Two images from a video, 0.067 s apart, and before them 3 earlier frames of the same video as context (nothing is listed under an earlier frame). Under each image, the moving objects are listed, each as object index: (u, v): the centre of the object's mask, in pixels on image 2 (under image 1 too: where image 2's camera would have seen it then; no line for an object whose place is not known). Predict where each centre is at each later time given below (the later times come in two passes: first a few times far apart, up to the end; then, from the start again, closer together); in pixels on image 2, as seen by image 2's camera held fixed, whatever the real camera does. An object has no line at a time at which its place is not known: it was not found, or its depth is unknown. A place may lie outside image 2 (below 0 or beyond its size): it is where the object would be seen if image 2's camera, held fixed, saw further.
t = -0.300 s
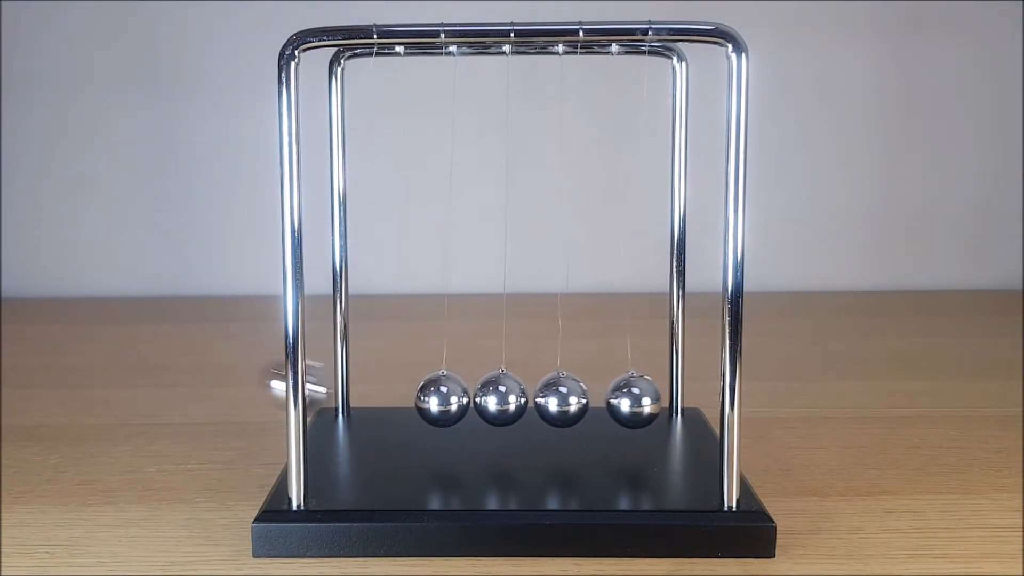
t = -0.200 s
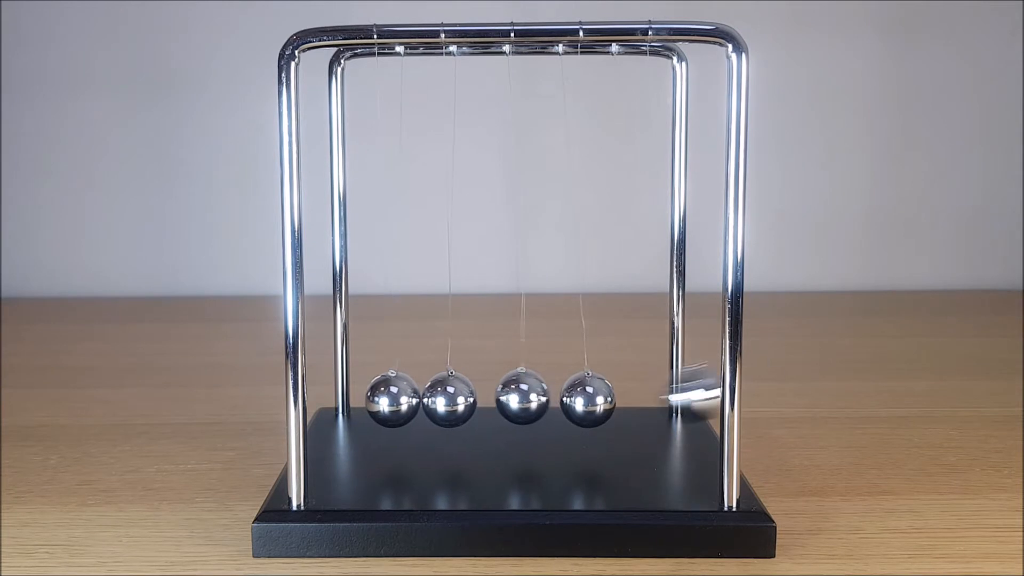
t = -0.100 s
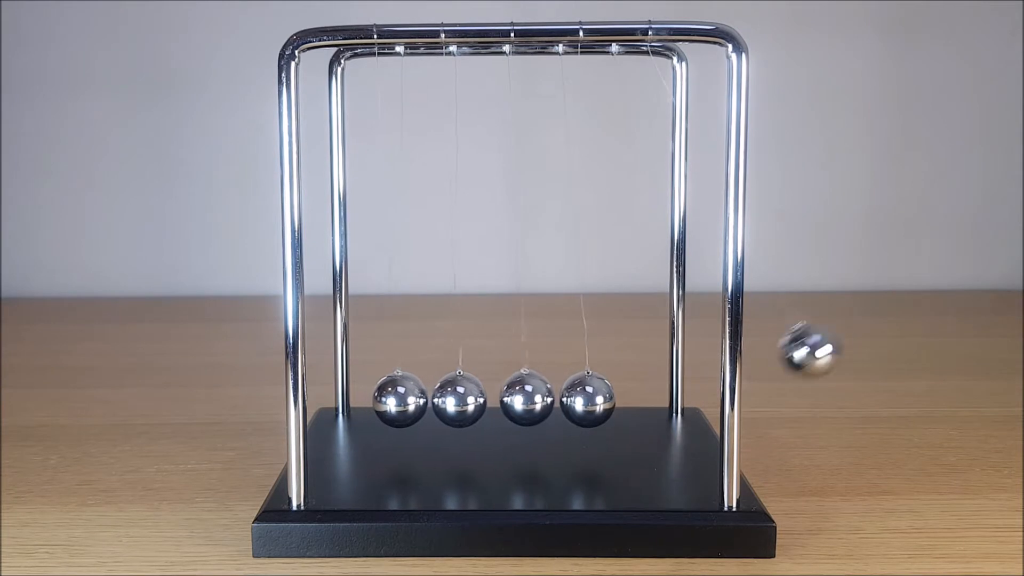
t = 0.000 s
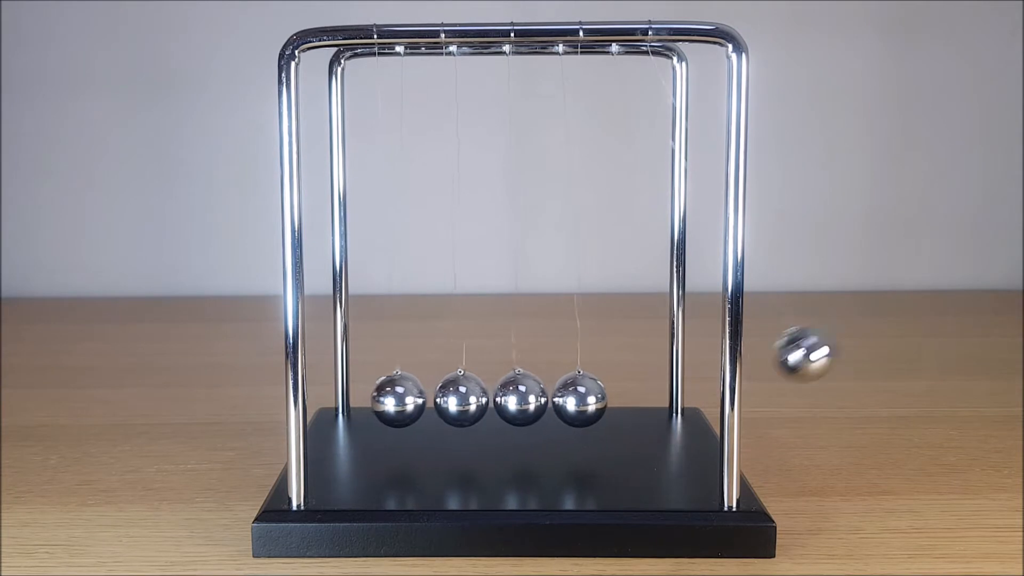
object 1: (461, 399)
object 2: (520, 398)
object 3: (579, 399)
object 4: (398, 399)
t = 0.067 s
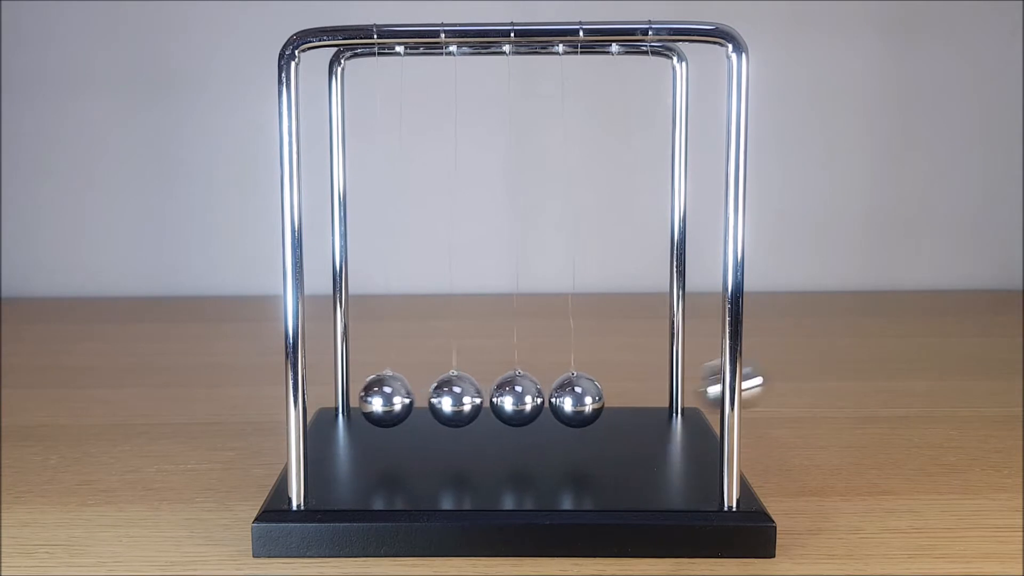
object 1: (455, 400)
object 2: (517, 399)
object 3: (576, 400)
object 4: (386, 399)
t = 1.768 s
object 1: (426, 398)
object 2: (492, 398)
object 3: (552, 400)
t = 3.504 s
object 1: (455, 400)
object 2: (515, 399)
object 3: (578, 400)
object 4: (398, 399)
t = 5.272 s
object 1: (452, 400)
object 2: (517, 399)
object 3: (574, 400)
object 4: (396, 400)
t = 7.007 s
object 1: (425, 399)
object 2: (489, 398)
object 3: (548, 399)
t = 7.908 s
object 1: (459, 400)
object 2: (515, 399)
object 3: (574, 400)
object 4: (381, 399)
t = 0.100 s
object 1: (449, 400)
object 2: (515, 399)
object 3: (575, 400)
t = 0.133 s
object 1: (443, 399)
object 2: (508, 400)
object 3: (571, 400)
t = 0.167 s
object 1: (431, 399)
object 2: (494, 398)
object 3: (567, 400)
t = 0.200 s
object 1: (431, 399)
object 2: (489, 398)
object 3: (564, 400)
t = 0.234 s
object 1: (430, 399)
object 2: (488, 398)
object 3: (561, 400)
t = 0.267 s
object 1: (428, 399)
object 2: (491, 398)
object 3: (557, 400)
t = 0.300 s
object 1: (429, 399)
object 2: (496, 398)
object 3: (553, 400)
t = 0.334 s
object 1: (431, 399)
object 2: (495, 398)
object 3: (556, 400)
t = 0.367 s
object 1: (436, 399)
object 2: (494, 398)
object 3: (556, 400)
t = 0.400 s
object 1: (438, 399)
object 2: (498, 398)
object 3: (556, 400)
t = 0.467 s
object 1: (443, 399)
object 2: (501, 399)
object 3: (567, 400)
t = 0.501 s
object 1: (446, 400)
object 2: (503, 398)
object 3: (573, 400)
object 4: (381, 399)
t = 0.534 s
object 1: (450, 400)
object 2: (522, 396)
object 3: (586, 400)
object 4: (393, 399)
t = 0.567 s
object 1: (455, 400)
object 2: (528, 398)
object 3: (586, 399)
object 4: (397, 399)
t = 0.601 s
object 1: (459, 399)
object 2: (528, 398)
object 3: (588, 400)
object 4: (400, 399)
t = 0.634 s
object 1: (462, 400)
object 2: (525, 398)
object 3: (589, 399)
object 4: (402, 399)
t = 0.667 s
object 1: (465, 399)
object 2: (522, 398)
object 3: (589, 399)
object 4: (405, 399)
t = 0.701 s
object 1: (463, 400)
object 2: (523, 398)
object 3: (586, 400)
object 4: (404, 399)
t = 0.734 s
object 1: (464, 399)
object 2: (523, 398)
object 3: (582, 400)
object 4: (398, 399)
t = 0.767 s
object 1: (464, 399)
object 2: (521, 398)
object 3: (579, 400)
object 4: (392, 400)
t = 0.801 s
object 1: (458, 399)
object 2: (520, 399)
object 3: (577, 400)
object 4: (387, 399)
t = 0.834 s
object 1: (451, 400)
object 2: (518, 398)
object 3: (574, 400)
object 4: (382, 399)
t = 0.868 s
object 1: (445, 399)
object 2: (514, 399)
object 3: (571, 400)
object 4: (378, 399)
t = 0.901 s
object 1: (433, 399)
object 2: (495, 398)
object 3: (566, 400)
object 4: (370, 399)
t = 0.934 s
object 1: (432, 398)
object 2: (490, 398)
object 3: (562, 400)
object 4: (324, 391)
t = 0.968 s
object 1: (430, 399)
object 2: (490, 398)
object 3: (558, 400)
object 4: (269, 378)
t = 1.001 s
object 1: (428, 399)
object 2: (492, 398)
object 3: (554, 400)
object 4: (246, 365)
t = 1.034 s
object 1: (428, 399)
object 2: (495, 398)
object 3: (553, 400)
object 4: (222, 354)
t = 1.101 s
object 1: (433, 398)
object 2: (492, 398)
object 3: (552, 400)
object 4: (217, 352)
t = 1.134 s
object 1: (437, 399)
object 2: (494, 398)
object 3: (552, 400)
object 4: (236, 362)
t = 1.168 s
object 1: (439, 399)
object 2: (496, 398)
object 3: (557, 400)
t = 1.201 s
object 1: (442, 399)
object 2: (498, 399)
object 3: (564, 400)
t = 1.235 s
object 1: (445, 400)
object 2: (502, 399)
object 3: (571, 400)
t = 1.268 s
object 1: (451, 400)
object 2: (520, 398)
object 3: (580, 400)
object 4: (392, 399)
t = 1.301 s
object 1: (456, 399)
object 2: (527, 397)
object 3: (585, 400)
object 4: (396, 399)
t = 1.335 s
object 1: (461, 399)
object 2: (527, 399)
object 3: (588, 399)
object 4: (400, 399)
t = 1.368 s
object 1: (465, 399)
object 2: (524, 398)
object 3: (590, 399)
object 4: (404, 399)
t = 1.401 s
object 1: (464, 400)
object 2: (524, 398)
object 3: (591, 399)
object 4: (407, 399)
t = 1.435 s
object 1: (466, 399)
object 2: (526, 398)
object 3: (590, 399)
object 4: (403, 399)
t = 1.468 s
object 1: (467, 399)
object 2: (526, 398)
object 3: (586, 399)
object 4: (397, 399)
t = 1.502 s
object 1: (467, 399)
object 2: (524, 398)
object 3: (581, 400)
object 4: (391, 399)
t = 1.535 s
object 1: (462, 399)
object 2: (522, 398)
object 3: (579, 400)
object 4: (386, 399)
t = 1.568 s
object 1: (455, 399)
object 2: (519, 399)
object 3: (576, 400)
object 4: (382, 399)
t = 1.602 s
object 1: (448, 400)
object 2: (514, 399)
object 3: (573, 400)
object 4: (379, 399)
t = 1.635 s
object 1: (441, 399)
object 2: (509, 399)
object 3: (567, 400)
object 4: (377, 399)
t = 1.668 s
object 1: (433, 399)
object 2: (491, 398)
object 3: (560, 400)
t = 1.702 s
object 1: (430, 399)
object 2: (491, 398)
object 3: (555, 400)
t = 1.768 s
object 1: (426, 398)
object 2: (492, 398)
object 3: (552, 400)
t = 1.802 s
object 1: (427, 398)
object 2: (490, 398)
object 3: (550, 400)
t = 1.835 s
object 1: (430, 399)
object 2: (490, 398)
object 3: (549, 400)
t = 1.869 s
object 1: (435, 399)
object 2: (492, 398)
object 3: (549, 400)
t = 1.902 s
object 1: (437, 399)
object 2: (495, 398)
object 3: (554, 400)
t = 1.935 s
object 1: (441, 399)
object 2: (497, 399)
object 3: (562, 400)
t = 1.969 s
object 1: (444, 399)
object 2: (502, 399)
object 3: (569, 400)
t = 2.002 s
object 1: (448, 399)
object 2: (507, 399)
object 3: (577, 400)
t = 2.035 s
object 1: (456, 400)
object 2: (526, 398)
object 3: (583, 400)
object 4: (396, 400)
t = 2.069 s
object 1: (462, 399)
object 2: (525, 399)
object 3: (588, 399)
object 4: (401, 399)
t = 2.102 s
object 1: (466, 399)
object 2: (523, 399)
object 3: (591, 399)
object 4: (405, 400)
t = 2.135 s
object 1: (465, 399)
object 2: (526, 398)
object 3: (592, 399)
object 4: (407, 399)
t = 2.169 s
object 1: (467, 399)
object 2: (528, 398)
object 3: (591, 399)
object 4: (403, 399)
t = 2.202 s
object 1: (468, 399)
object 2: (528, 398)
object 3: (588, 399)
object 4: (398, 399)
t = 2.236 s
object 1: (468, 399)
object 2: (526, 398)
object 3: (584, 399)
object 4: (394, 399)
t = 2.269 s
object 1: (464, 399)
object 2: (523, 398)
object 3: (581, 400)
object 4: (389, 399)
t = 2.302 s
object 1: (457, 399)
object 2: (520, 399)
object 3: (577, 399)
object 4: (385, 399)
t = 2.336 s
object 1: (449, 399)
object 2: (515, 399)
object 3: (573, 400)
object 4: (382, 399)
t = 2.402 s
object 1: (436, 399)
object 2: (492, 397)
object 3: (560, 400)
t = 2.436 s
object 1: (431, 399)
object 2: (493, 398)
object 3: (555, 400)
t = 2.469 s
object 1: (428, 399)
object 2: (494, 399)
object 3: (551, 400)
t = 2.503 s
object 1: (427, 398)
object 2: (490, 397)
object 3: (551, 400)
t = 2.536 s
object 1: (428, 398)
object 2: (488, 398)
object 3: (548, 400)
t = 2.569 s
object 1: (431, 399)
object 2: (488, 398)
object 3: (547, 399)
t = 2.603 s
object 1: (433, 399)
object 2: (491, 398)
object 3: (548, 399)
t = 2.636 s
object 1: (436, 399)
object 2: (493, 398)
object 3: (554, 400)
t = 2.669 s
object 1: (440, 399)
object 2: (496, 398)
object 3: (560, 400)
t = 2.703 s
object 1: (444, 400)
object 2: (502, 399)
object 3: (568, 400)
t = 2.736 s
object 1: (449, 400)
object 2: (507, 399)
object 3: (575, 400)
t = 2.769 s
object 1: (457, 400)
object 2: (523, 398)
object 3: (581, 400)
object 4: (398, 400)
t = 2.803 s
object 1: (463, 400)
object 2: (524, 398)
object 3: (585, 400)
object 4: (403, 399)
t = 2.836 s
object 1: (467, 400)
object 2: (524, 399)
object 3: (588, 399)
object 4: (407, 400)
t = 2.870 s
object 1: (467, 399)
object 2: (527, 398)
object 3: (590, 400)
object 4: (408, 399)
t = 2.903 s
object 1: (469, 399)
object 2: (529, 398)
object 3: (588, 399)
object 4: (405, 400)
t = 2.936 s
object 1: (470, 399)
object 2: (529, 398)
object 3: (587, 400)
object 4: (402, 399)
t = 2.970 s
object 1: (469, 399)
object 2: (526, 398)
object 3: (585, 400)
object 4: (397, 400)
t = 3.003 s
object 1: (463, 399)
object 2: (524, 399)
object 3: (582, 400)
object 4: (393, 400)
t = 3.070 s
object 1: (450, 399)
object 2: (516, 399)
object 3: (573, 400)
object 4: (386, 399)
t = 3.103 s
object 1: (444, 399)
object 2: (510, 399)
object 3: (568, 400)
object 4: (383, 399)
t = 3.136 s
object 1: (438, 399)
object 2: (498, 398)
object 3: (560, 400)
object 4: (382, 399)
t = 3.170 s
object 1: (433, 399)
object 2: (494, 398)
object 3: (554, 400)
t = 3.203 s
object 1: (430, 399)
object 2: (493, 399)
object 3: (551, 400)
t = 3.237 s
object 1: (429, 399)
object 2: (489, 398)
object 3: (549, 400)
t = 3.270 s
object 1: (430, 399)
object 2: (487, 398)
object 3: (547, 399)
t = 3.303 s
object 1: (430, 399)
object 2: (488, 398)
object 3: (546, 400)
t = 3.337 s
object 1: (432, 399)
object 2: (490, 398)
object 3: (548, 400)
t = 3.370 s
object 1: (435, 399)
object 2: (492, 398)
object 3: (554, 400)
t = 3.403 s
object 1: (439, 399)
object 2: (496, 399)
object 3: (560, 400)
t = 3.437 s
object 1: (444, 399)
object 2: (502, 399)
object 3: (567, 400)
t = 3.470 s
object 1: (449, 400)
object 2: (508, 399)
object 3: (573, 400)
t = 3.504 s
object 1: (455, 400)
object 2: (515, 399)
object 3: (578, 400)
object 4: (398, 399)
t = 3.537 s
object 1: (465, 399)
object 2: (522, 398)
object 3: (583, 400)
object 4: (403, 399)
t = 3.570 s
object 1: (466, 400)
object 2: (525, 399)
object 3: (586, 399)
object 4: (408, 399)
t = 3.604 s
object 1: (468, 399)
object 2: (529, 398)
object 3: (588, 400)
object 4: (409, 399)
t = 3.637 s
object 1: (471, 399)
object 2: (530, 398)
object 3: (588, 399)
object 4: (406, 399)
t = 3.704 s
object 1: (468, 399)
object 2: (527, 398)
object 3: (587, 399)
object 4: (400, 399)
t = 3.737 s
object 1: (463, 399)
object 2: (525, 399)
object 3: (584, 399)
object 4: (396, 400)
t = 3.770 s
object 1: (457, 400)
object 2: (521, 398)
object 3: (579, 400)
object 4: (392, 400)
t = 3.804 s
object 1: (451, 400)
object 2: (517, 399)
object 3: (573, 400)
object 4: (389, 399)
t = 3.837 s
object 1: (445, 400)
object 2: (510, 399)
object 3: (568, 400)
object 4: (386, 399)
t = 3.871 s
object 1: (440, 399)
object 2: (504, 399)
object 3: (562, 400)
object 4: (383, 399)
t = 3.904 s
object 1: (435, 399)
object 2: (495, 398)
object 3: (553, 400)
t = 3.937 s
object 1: (432, 399)
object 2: (491, 399)
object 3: (551, 400)
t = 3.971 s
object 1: (431, 399)
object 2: (487, 398)
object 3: (548, 400)
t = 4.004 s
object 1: (428, 399)
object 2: (488, 398)
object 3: (545, 399)
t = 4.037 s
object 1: (428, 399)
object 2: (488, 398)
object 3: (546, 400)
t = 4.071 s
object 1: (430, 399)
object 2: (489, 398)
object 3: (549, 400)
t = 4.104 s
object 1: (433, 399)
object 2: (492, 398)
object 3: (554, 400)
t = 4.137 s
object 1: (438, 399)
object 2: (495, 399)
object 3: (559, 400)
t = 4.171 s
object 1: (444, 399)
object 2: (501, 399)
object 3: (565, 400)
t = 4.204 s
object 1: (450, 399)
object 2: (507, 399)
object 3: (571, 400)
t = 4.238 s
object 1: (455, 400)
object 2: (514, 399)
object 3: (576, 400)
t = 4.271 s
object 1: (465, 399)
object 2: (522, 398)
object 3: (580, 400)
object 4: (405, 399)
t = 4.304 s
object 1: (466, 399)
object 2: (527, 399)
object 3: (584, 400)
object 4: (409, 399)
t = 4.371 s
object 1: (472, 399)
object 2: (528, 398)
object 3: (590, 399)
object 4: (407, 399)
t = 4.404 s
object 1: (470, 399)
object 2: (529, 398)
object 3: (590, 399)
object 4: (405, 399)
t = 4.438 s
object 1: (467, 399)
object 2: (529, 398)
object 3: (589, 399)
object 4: (402, 400)
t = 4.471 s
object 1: (463, 400)
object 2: (527, 399)
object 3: (585, 399)
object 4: (398, 399)
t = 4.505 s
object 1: (457, 399)
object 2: (523, 398)
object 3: (580, 400)
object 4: (394, 400)
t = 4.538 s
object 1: (452, 400)
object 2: (517, 399)
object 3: (574, 400)
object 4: (391, 399)
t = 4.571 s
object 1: (446, 400)
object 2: (510, 399)
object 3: (568, 400)
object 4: (388, 399)
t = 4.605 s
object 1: (442, 399)
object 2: (503, 399)
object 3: (562, 400)
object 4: (385, 399)
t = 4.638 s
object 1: (437, 399)
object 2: (496, 398)
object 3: (552, 400)
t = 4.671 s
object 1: (434, 399)
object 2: (491, 398)
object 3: (550, 400)
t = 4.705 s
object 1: (430, 399)
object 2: (489, 398)
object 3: (546, 400)
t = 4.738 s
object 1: (428, 399)
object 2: (487, 398)
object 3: (546, 400)
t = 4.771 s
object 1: (427, 399)
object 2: (486, 398)
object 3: (548, 400)
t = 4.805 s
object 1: (428, 399)
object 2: (487, 398)
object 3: (551, 400)
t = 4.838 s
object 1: (432, 399)
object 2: (490, 398)
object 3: (555, 400)
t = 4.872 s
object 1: (437, 399)
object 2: (494, 398)
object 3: (560, 400)
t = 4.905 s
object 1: (443, 399)
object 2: (500, 399)
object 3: (565, 400)
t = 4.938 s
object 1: (449, 400)
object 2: (507, 399)
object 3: (570, 400)
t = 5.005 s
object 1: (464, 399)
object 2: (521, 398)
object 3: (578, 400)
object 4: (405, 399)
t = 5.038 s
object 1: (467, 399)
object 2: (525, 398)
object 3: (583, 400)
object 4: (410, 399)
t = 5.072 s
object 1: (470, 399)
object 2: (527, 399)
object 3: (587, 400)
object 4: (411, 399)
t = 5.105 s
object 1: (470, 399)
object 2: (530, 398)
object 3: (590, 399)
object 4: (411, 399)
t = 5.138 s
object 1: (468, 399)
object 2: (531, 398)
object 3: (590, 399)
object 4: (409, 399)
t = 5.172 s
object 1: (465, 399)
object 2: (530, 398)
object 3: (588, 399)
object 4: (407, 399)
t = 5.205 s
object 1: (461, 400)
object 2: (528, 398)
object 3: (585, 399)
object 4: (404, 399)
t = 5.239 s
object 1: (457, 399)
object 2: (523, 398)
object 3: (580, 400)
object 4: (400, 400)
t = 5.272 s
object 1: (452, 400)
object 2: (517, 399)
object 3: (574, 400)
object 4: (396, 400)
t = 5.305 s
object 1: (448, 400)
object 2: (510, 399)
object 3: (568, 400)
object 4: (390, 399)
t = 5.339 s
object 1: (445, 400)
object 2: (503, 399)
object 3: (561, 400)
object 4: (386, 399)
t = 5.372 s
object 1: (440, 399)
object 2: (497, 398)
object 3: (554, 400)
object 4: (383, 399)
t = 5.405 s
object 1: (435, 399)
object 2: (492, 398)
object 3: (549, 400)
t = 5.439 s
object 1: (430, 399)
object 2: (489, 398)
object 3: (548, 400)
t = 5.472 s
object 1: (428, 399)
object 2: (486, 398)
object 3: (548, 399)
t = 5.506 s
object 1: (427, 399)
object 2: (484, 398)
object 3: (549, 399)
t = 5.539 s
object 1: (429, 399)
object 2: (485, 398)
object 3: (552, 399)
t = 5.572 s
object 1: (432, 399)
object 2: (489, 398)
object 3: (555, 400)
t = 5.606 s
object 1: (436, 399)
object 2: (494, 398)
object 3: (558, 400)
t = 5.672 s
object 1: (448, 399)
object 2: (507, 398)
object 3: (567, 400)
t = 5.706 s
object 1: (455, 399)
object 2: (514, 399)
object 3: (571, 400)
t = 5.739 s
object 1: (462, 399)
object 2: (519, 399)
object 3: (577, 400)
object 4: (405, 399)
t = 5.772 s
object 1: (468, 399)
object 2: (524, 398)
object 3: (583, 400)
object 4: (409, 399)
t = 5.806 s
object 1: (469, 399)
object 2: (529, 398)
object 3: (587, 400)
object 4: (411, 399)
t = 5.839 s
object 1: (469, 399)
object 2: (532, 398)
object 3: (589, 399)
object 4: (412, 399)
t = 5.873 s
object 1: (468, 399)
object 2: (533, 398)
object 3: (590, 399)
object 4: (411, 399)
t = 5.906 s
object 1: (467, 399)
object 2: (531, 398)
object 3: (590, 399)
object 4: (409, 399)
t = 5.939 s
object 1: (464, 399)
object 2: (528, 398)
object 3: (587, 399)
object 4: (405, 399)
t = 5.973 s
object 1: (460, 399)
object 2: (523, 399)
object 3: (583, 399)
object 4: (401, 399)
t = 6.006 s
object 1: (456, 399)
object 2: (516, 399)
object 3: (577, 400)
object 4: (396, 400)
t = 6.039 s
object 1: (451, 400)
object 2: (509, 399)
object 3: (570, 400)
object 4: (392, 399)
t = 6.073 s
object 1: (446, 399)
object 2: (503, 399)
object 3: (563, 400)
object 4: (388, 399)
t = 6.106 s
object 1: (441, 399)
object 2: (499, 399)
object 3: (556, 400)
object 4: (383, 399)
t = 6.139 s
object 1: (435, 399)
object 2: (493, 398)
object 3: (550, 400)
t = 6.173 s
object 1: (431, 399)
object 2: (488, 399)
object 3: (548, 400)
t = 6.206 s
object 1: (428, 399)
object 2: (485, 398)
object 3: (548, 400)
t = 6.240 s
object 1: (427, 399)
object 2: (485, 398)
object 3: (548, 399)
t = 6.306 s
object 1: (430, 399)
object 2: (490, 398)
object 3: (553, 400)
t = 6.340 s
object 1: (434, 399)
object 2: (495, 398)
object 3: (556, 400)
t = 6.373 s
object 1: (440, 399)
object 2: (501, 399)
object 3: (560, 400)
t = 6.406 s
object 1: (447, 400)
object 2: (508, 399)
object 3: (565, 400)
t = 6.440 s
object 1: (455, 400)
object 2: (513, 399)
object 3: (571, 400)
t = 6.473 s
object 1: (462, 400)
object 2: (518, 399)
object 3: (576, 400)
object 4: (394, 399)
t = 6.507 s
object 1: (467, 400)
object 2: (525, 398)
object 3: (582, 400)
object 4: (408, 399)
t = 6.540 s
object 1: (469, 399)
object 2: (529, 399)
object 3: (586, 400)
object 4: (411, 399)
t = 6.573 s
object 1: (470, 399)
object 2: (530, 398)
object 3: (590, 399)
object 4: (412, 399)
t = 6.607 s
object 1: (470, 399)
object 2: (530, 398)
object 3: (592, 399)
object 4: (413, 399)
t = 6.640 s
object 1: (468, 399)
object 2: (528, 398)
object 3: (591, 399)
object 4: (412, 399)
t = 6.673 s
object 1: (466, 399)
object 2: (525, 398)
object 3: (589, 399)
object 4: (409, 399)
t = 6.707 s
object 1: (462, 399)
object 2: (520, 399)
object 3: (584, 399)
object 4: (405, 399)
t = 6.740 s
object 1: (458, 399)
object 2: (514, 399)
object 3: (578, 400)
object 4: (400, 400)
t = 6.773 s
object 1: (452, 400)
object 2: (510, 399)
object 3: (571, 400)
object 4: (395, 399)
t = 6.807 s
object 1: (447, 400)
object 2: (505, 399)
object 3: (563, 400)
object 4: (389, 399)
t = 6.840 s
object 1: (442, 399)
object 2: (499, 399)
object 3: (557, 400)
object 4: (384, 399)
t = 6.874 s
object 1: (435, 399)
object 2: (492, 398)
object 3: (551, 400)
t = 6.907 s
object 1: (430, 399)
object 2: (488, 398)
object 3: (548, 400)
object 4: (333, 393)
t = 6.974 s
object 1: (424, 398)
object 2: (487, 398)
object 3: (547, 399)
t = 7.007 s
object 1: (425, 399)
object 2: (489, 398)
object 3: (548, 399)
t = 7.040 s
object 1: (428, 399)
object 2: (493, 398)
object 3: (551, 400)
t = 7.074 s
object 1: (432, 399)
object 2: (497, 399)
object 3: (554, 400)
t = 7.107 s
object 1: (439, 399)
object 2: (502, 398)
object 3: (559, 400)
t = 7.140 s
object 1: (446, 399)
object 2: (507, 399)
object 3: (564, 400)
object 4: (324, 391)
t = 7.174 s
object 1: (455, 400)
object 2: (512, 399)
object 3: (569, 400)
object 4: (352, 396)
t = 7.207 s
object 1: (460, 400)
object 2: (517, 399)
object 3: (575, 400)
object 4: (386, 399)
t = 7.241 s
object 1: (465, 400)
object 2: (525, 398)
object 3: (582, 400)
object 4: (407, 399)
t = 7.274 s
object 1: (467, 399)
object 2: (528, 399)
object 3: (588, 399)
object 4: (410, 399)
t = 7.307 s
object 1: (469, 399)
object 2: (529, 398)
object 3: (592, 399)
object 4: (412, 399)
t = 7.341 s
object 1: (470, 399)
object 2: (529, 398)
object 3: (593, 399)
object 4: (413, 399)
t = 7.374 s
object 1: (469, 399)
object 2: (528, 398)
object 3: (593, 399)
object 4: (412, 399)
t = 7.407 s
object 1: (467, 399)
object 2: (524, 399)
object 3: (590, 399)
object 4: (410, 399)
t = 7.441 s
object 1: (464, 400)
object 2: (520, 399)
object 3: (585, 400)
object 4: (407, 399)
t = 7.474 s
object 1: (459, 400)
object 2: (516, 399)
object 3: (578, 400)
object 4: (402, 399)
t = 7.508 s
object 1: (454, 400)
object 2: (511, 399)
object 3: (570, 400)
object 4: (397, 399)
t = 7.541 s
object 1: (449, 400)
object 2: (506, 399)
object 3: (562, 400)
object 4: (391, 399)
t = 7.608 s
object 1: (429, 399)
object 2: (490, 399)
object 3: (550, 400)
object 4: (341, 395)
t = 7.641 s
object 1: (426, 399)
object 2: (488, 398)
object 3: (548, 400)
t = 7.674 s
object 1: (424, 398)
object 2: (488, 398)
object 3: (547, 400)
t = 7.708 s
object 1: (425, 398)
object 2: (490, 398)
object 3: (547, 400)
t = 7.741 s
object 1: (428, 399)
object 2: (492, 399)
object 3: (549, 400)
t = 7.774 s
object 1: (433, 399)
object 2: (496, 399)
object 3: (553, 400)
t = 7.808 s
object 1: (440, 399)
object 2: (500, 399)
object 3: (557, 400)
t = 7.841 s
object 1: (447, 399)
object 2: (505, 399)
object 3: (562, 400)
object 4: (321, 390)
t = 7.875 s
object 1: (454, 400)
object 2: (510, 399)
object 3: (568, 400)
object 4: (348, 395)
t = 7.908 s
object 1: (459, 400)
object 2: (515, 399)
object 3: (574, 400)
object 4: (381, 399)
